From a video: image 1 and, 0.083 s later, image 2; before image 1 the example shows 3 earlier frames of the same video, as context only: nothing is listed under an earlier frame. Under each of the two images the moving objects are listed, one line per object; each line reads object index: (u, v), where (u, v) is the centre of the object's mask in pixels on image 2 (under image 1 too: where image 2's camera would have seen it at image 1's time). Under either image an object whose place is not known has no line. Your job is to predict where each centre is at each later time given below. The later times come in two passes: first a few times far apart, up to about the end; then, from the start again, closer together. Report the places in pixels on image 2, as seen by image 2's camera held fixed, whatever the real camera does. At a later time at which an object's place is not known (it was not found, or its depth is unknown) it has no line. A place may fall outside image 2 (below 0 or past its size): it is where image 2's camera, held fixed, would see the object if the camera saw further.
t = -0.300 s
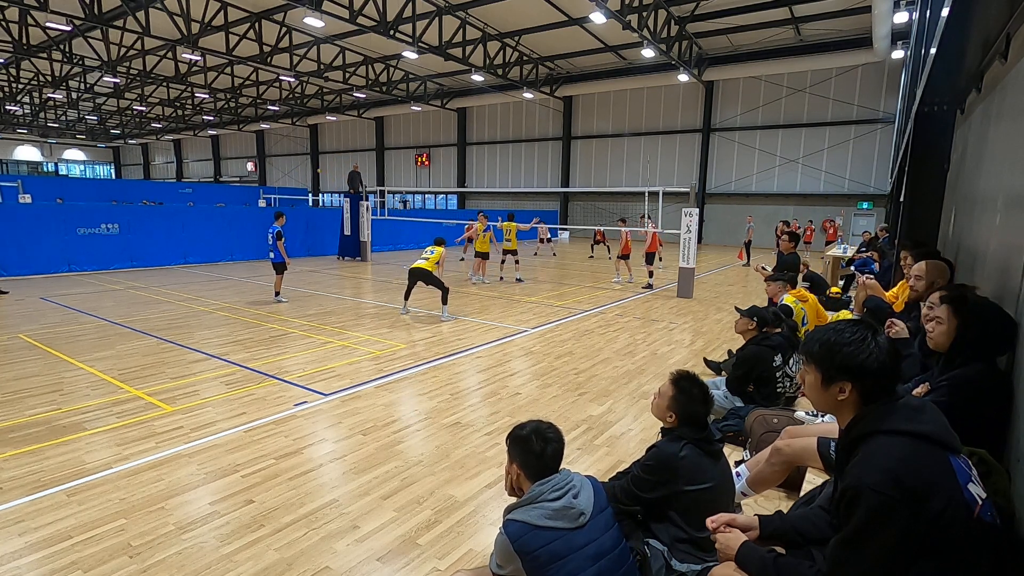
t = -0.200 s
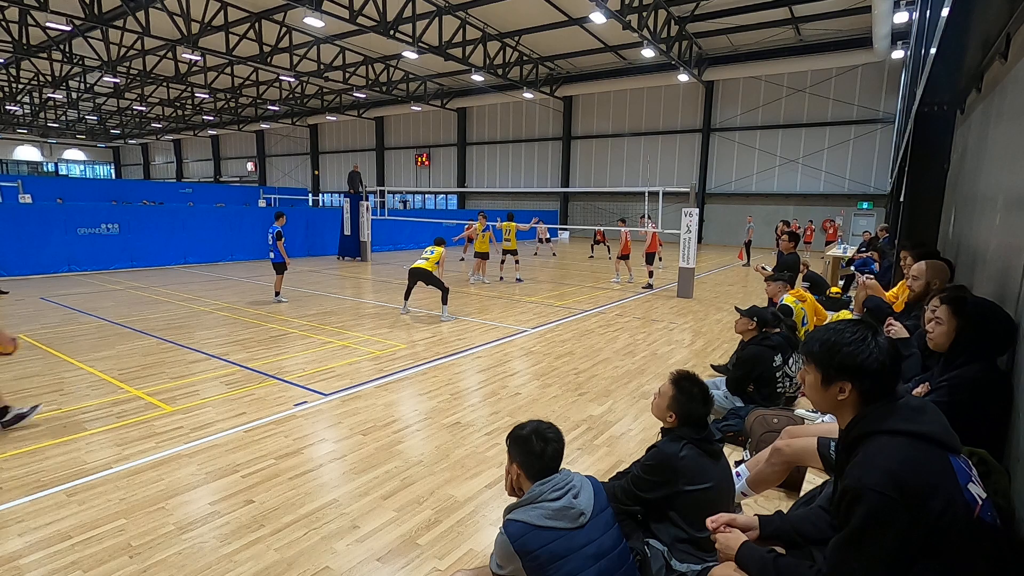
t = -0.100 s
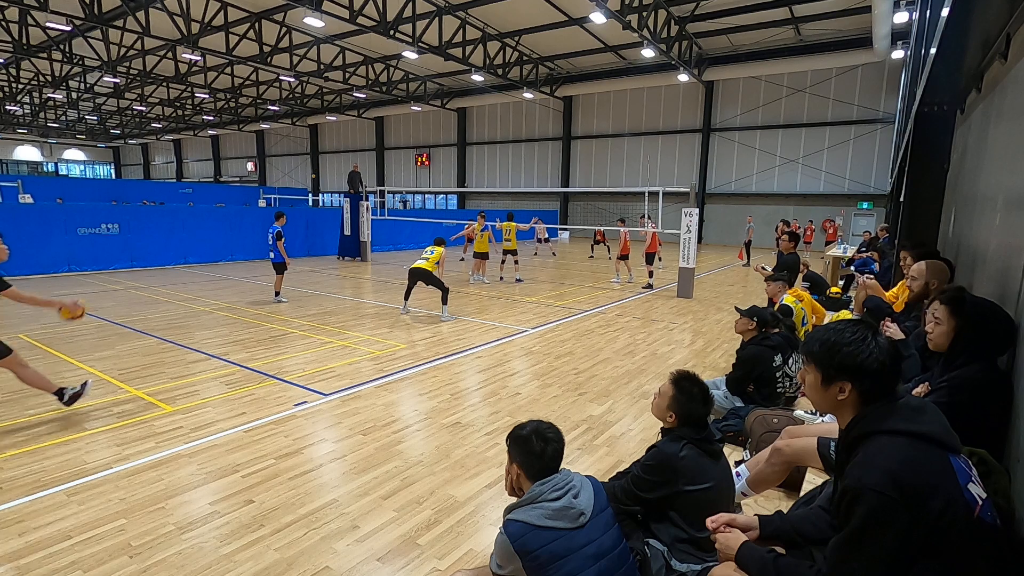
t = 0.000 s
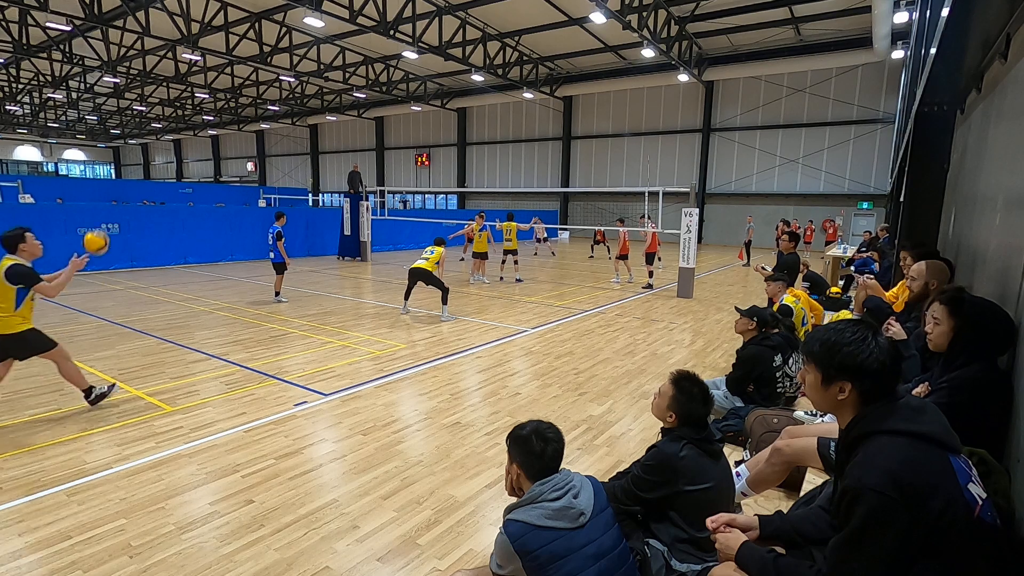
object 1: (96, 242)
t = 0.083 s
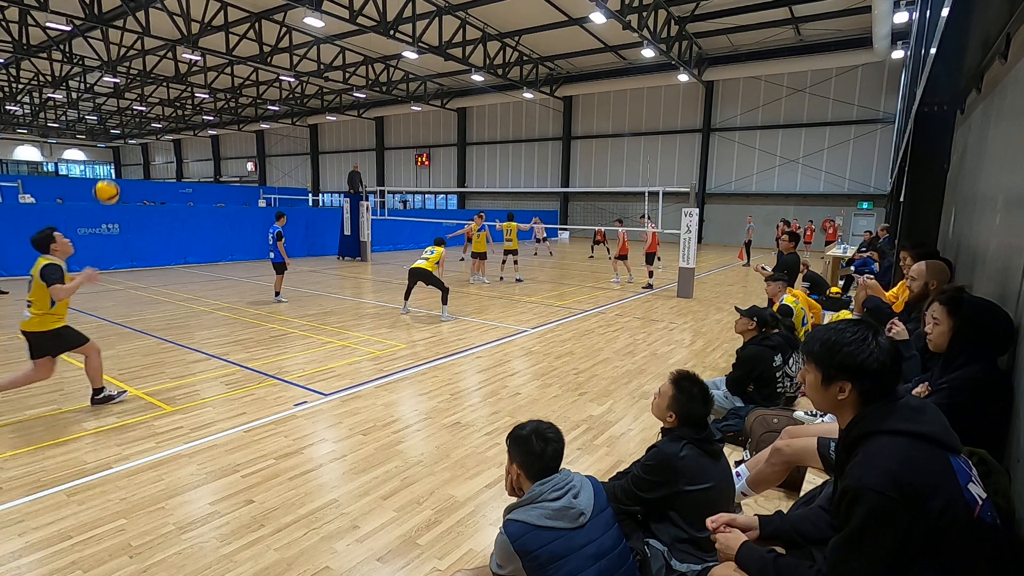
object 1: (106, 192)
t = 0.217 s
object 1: (124, 128)
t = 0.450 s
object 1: (160, 69)
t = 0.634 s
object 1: (188, 64)
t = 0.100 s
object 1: (109, 183)
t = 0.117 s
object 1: (111, 174)
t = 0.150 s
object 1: (115, 157)
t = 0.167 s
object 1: (118, 150)
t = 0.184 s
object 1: (119, 142)
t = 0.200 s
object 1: (122, 135)
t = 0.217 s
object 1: (124, 128)
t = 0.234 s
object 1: (127, 122)
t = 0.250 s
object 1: (130, 117)
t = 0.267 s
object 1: (132, 111)
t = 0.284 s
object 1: (134, 105)
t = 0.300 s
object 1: (137, 100)
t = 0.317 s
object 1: (139, 95)
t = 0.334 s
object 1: (142, 91)
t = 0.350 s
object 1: (144, 87)
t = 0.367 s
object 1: (147, 83)
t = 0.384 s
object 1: (149, 80)
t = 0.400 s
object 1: (152, 77)
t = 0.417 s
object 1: (154, 74)
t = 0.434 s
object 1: (157, 71)
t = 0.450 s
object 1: (160, 69)
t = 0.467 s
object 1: (162, 67)
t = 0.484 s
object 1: (165, 66)
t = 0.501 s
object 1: (167, 64)
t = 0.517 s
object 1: (170, 63)
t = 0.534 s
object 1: (172, 62)
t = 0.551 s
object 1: (175, 62)
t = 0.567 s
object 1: (178, 62)
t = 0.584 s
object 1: (180, 62)
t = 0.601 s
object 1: (182, 63)
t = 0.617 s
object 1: (185, 63)
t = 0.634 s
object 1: (188, 64)
